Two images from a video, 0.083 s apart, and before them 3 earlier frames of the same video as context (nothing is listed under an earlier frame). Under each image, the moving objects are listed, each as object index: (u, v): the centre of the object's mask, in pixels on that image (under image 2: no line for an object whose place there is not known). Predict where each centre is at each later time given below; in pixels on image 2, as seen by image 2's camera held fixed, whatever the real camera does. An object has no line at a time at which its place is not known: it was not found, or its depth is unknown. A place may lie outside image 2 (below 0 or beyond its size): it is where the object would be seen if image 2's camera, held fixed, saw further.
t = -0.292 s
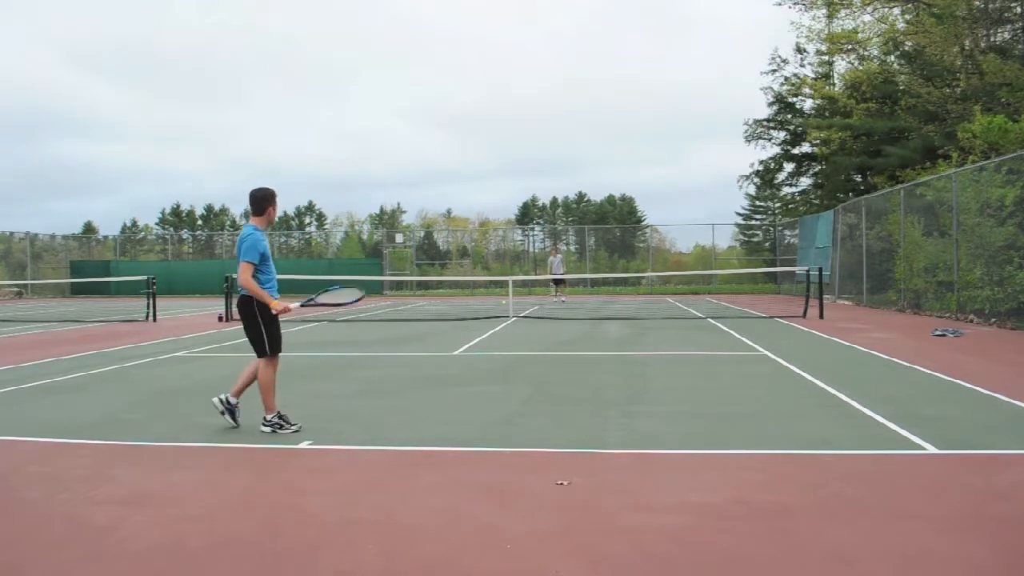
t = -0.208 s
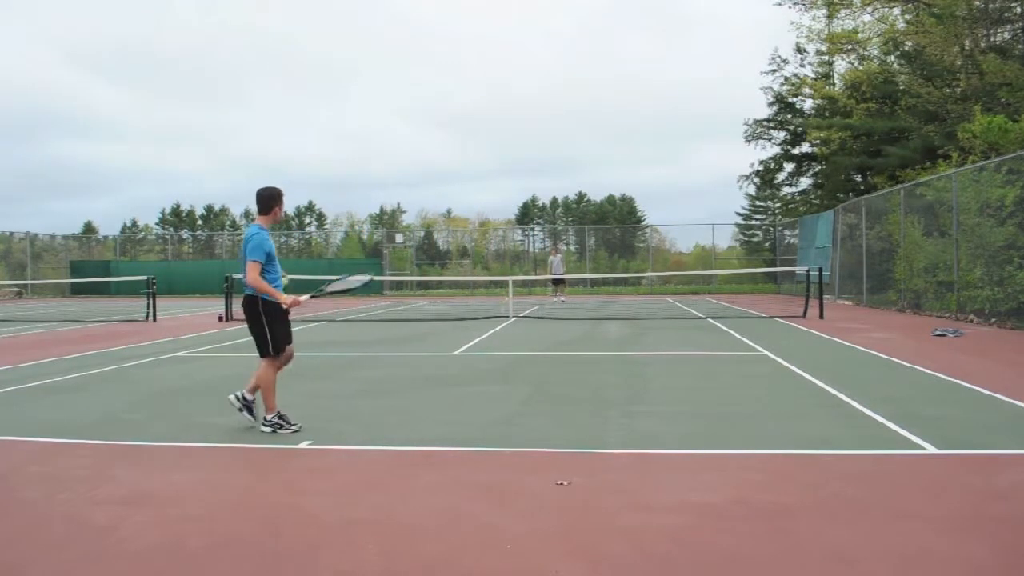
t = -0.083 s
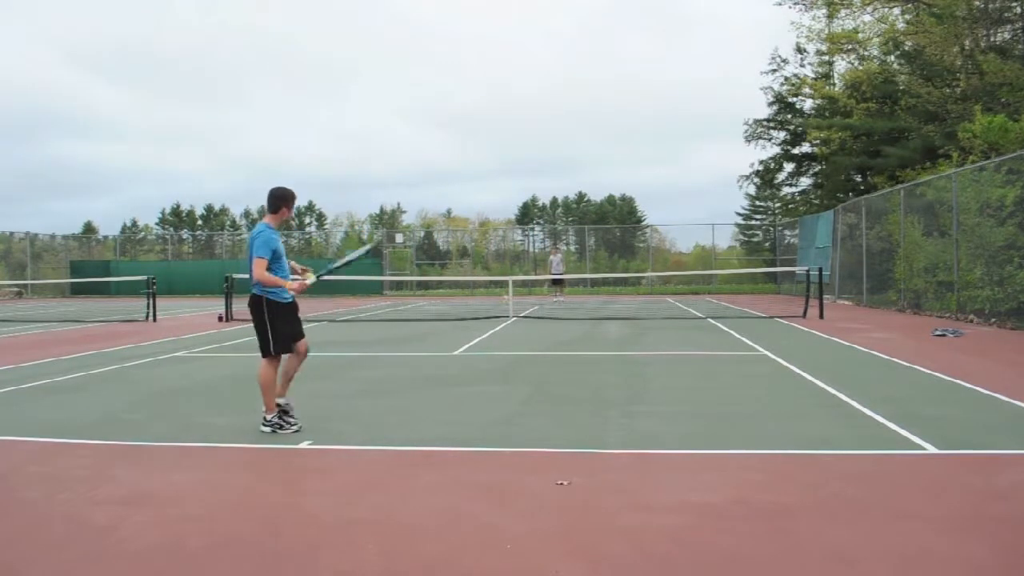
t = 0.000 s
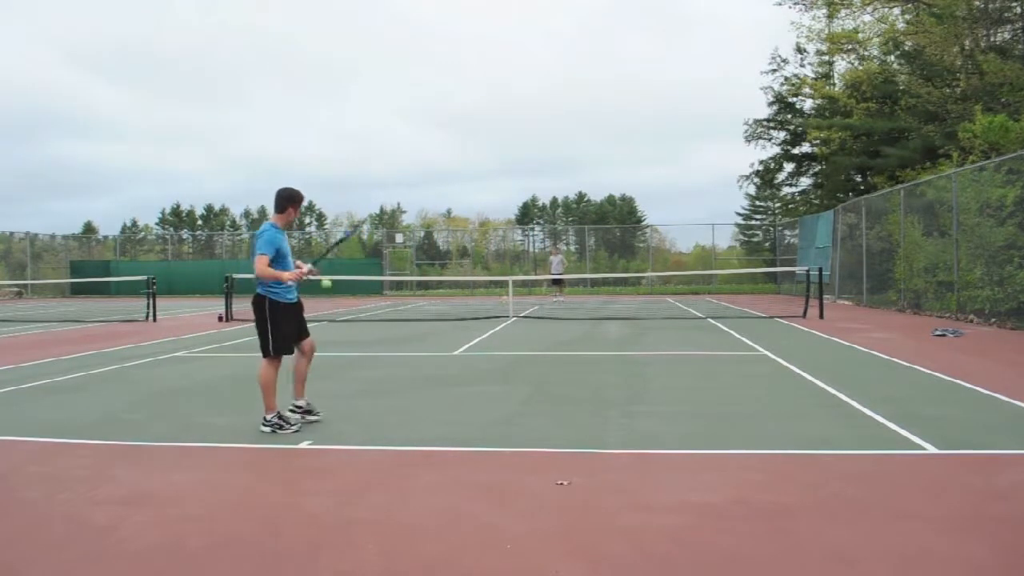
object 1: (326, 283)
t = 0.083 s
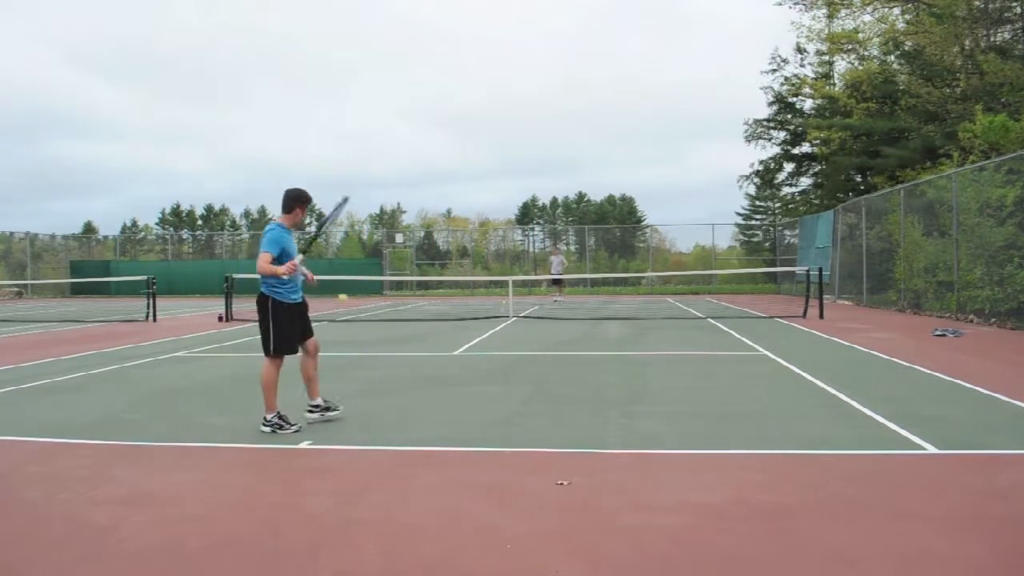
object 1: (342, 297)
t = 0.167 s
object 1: (360, 321)
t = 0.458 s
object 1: (408, 372)
